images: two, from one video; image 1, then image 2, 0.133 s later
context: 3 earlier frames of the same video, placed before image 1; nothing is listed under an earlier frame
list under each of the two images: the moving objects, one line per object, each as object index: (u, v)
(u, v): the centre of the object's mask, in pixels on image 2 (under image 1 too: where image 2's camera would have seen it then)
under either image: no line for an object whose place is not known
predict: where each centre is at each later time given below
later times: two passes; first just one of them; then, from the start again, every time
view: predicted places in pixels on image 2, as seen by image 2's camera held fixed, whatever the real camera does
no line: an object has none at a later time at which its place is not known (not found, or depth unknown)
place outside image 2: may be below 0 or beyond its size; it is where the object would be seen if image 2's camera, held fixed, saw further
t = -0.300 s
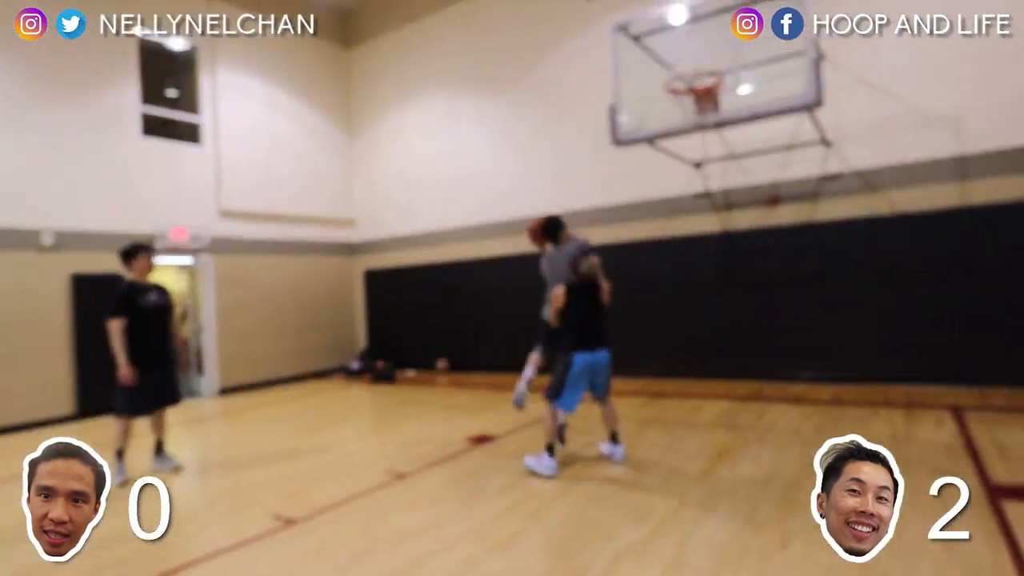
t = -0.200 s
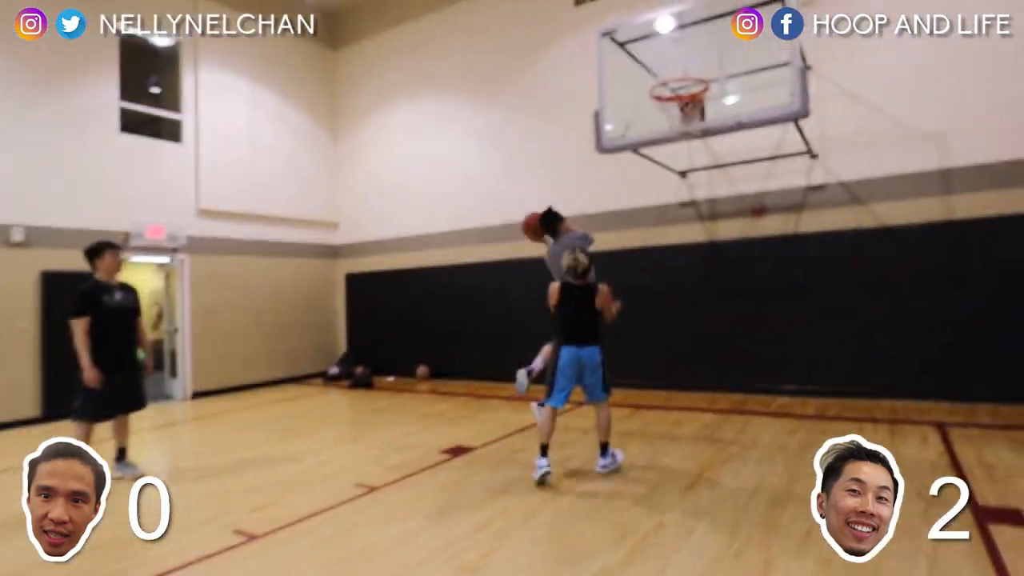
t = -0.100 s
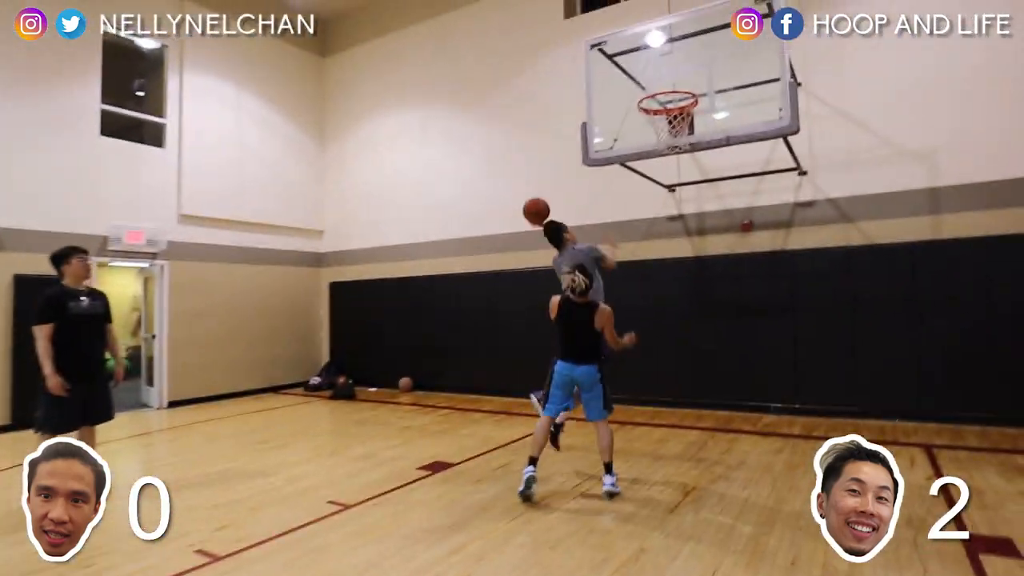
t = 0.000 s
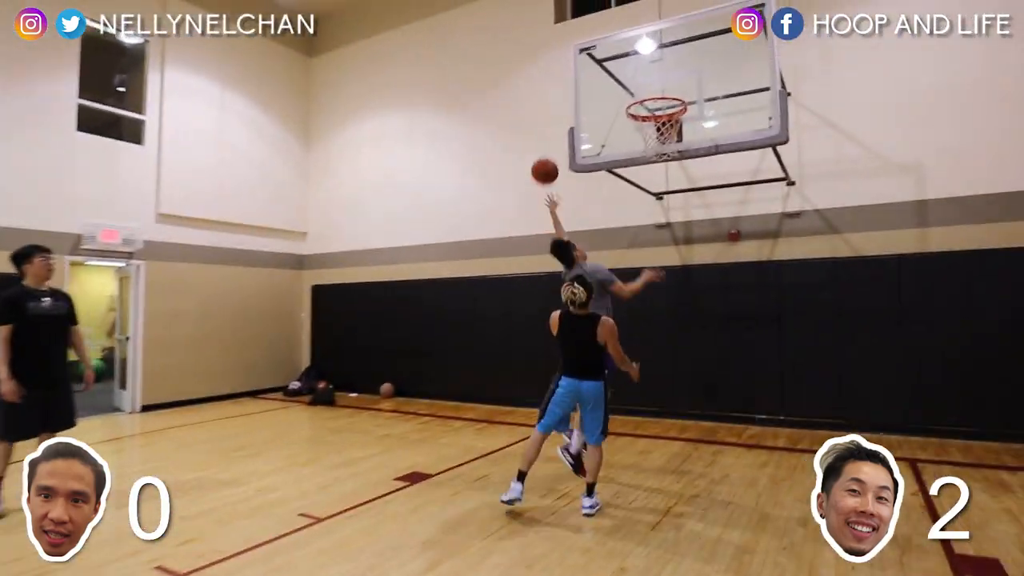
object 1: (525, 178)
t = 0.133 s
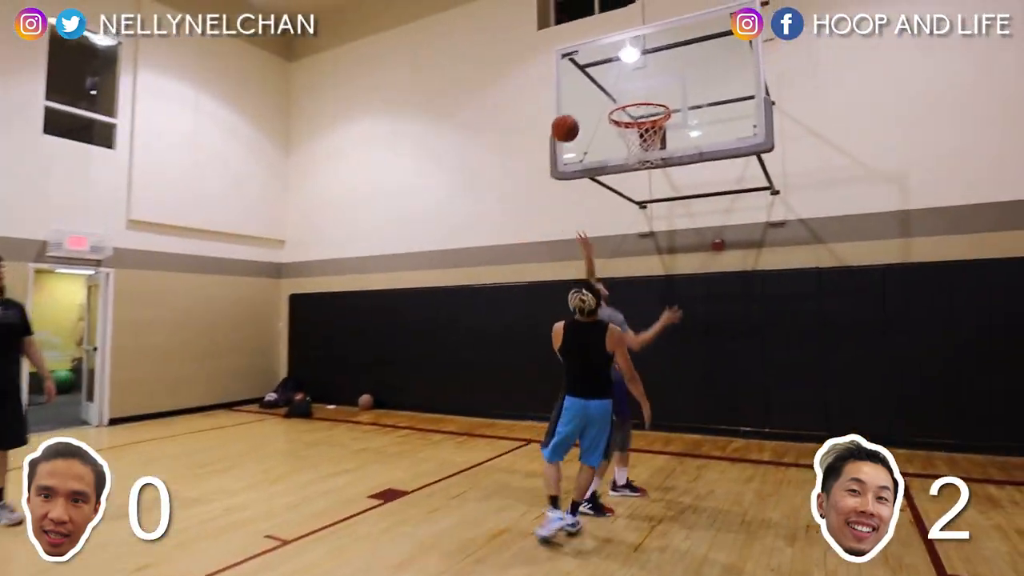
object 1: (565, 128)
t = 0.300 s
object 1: (613, 95)
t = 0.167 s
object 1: (575, 119)
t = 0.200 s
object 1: (584, 111)
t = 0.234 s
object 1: (594, 105)
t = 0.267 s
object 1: (604, 100)
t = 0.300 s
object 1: (613, 95)
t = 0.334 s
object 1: (623, 92)
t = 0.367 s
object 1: (626, 90)
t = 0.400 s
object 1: (630, 89)
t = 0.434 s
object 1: (634, 88)
